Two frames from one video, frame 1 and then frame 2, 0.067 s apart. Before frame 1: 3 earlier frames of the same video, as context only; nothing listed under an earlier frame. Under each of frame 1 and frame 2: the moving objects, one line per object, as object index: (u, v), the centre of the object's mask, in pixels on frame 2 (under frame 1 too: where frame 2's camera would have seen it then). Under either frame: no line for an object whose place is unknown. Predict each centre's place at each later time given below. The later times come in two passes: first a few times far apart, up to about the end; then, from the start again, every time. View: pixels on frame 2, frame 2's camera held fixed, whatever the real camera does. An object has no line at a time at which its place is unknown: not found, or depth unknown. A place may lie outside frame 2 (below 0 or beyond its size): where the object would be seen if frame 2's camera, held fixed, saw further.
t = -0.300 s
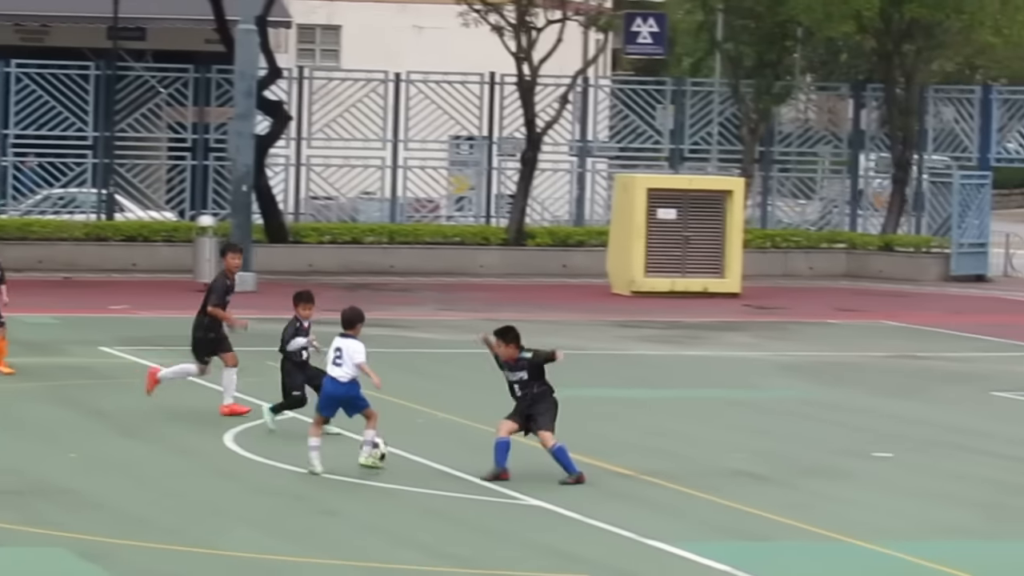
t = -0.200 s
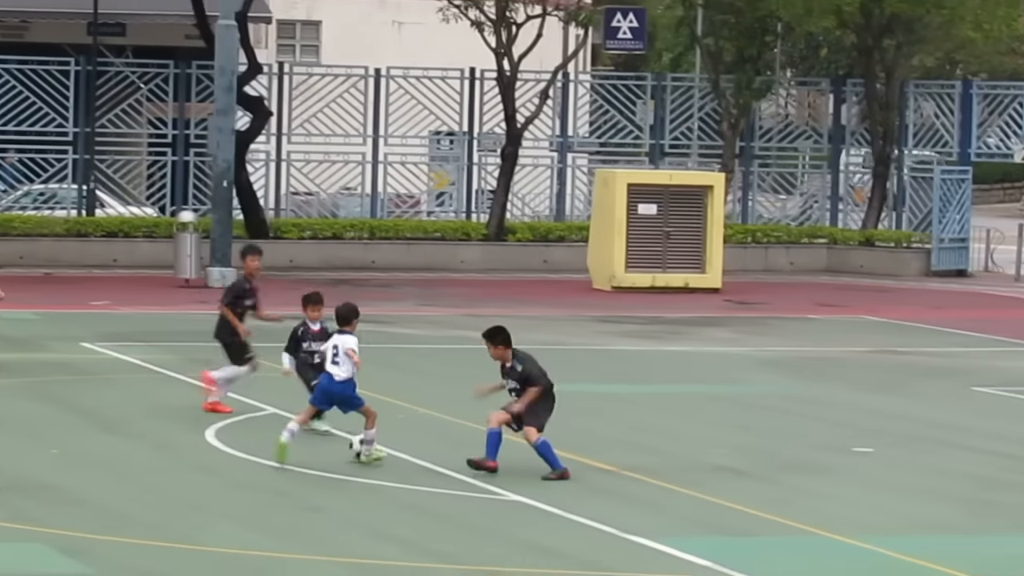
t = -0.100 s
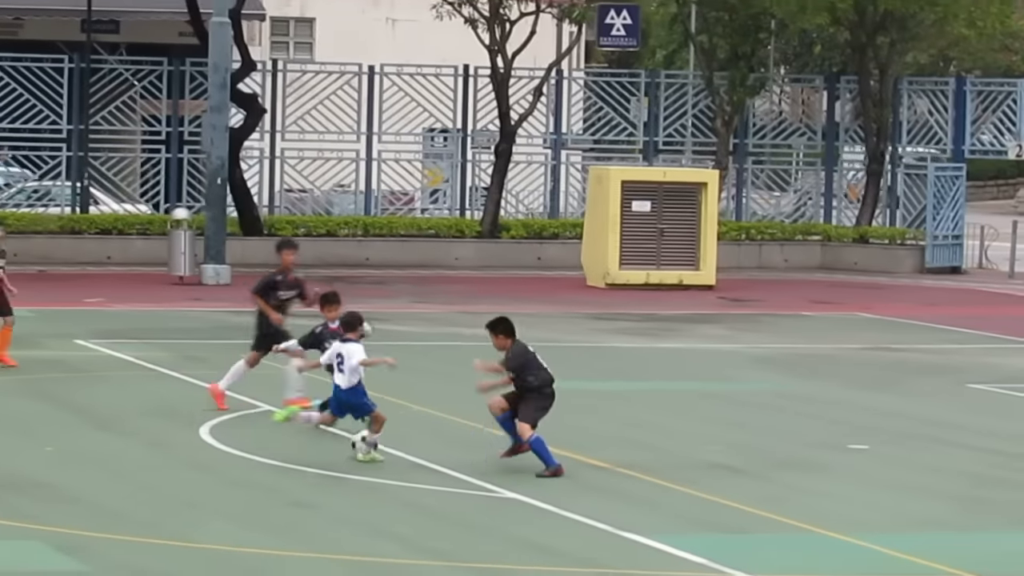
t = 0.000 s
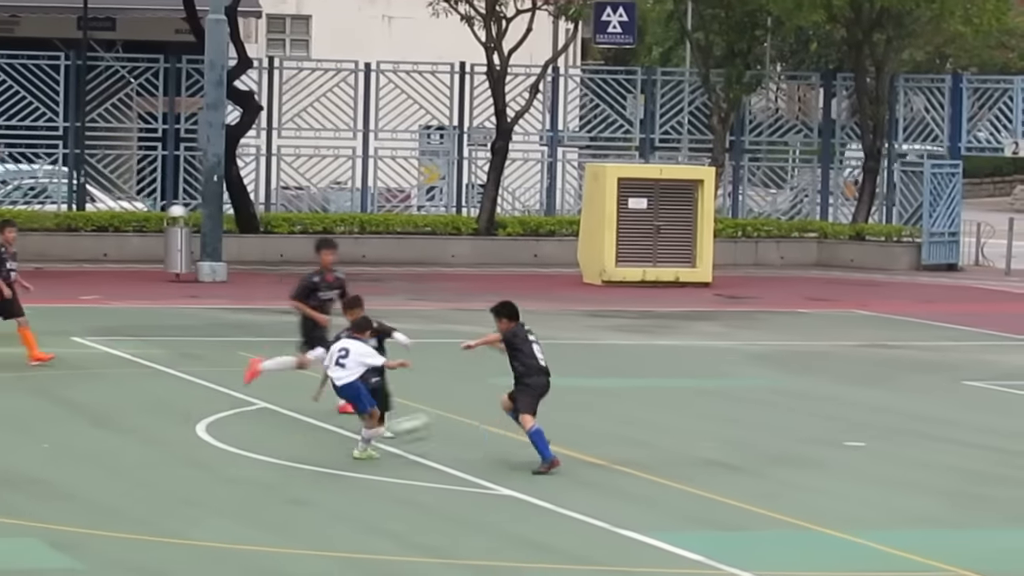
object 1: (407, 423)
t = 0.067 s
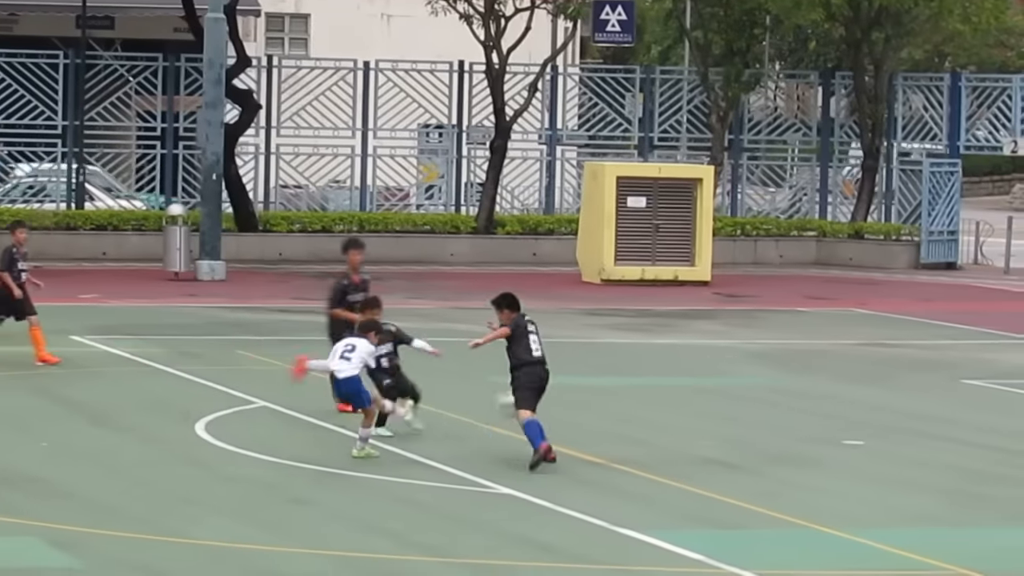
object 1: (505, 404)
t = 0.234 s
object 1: (772, 364)
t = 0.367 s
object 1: (962, 356)
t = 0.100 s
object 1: (568, 392)
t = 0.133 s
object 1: (620, 383)
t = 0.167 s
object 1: (672, 376)
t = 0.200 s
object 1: (722, 369)
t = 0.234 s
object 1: (772, 364)
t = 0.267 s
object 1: (822, 360)
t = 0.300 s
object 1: (869, 358)
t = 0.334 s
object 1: (915, 356)
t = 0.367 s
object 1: (962, 356)
